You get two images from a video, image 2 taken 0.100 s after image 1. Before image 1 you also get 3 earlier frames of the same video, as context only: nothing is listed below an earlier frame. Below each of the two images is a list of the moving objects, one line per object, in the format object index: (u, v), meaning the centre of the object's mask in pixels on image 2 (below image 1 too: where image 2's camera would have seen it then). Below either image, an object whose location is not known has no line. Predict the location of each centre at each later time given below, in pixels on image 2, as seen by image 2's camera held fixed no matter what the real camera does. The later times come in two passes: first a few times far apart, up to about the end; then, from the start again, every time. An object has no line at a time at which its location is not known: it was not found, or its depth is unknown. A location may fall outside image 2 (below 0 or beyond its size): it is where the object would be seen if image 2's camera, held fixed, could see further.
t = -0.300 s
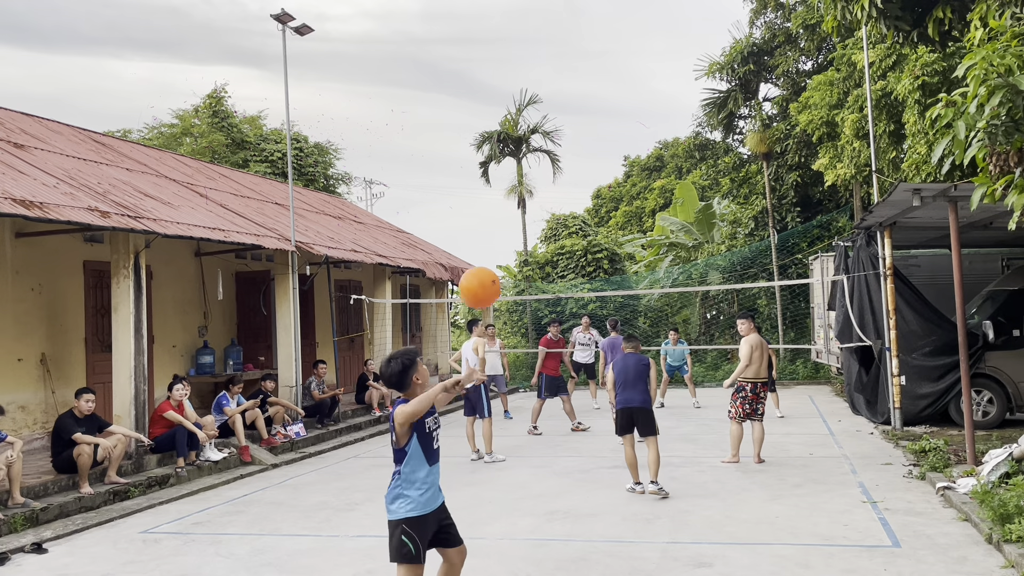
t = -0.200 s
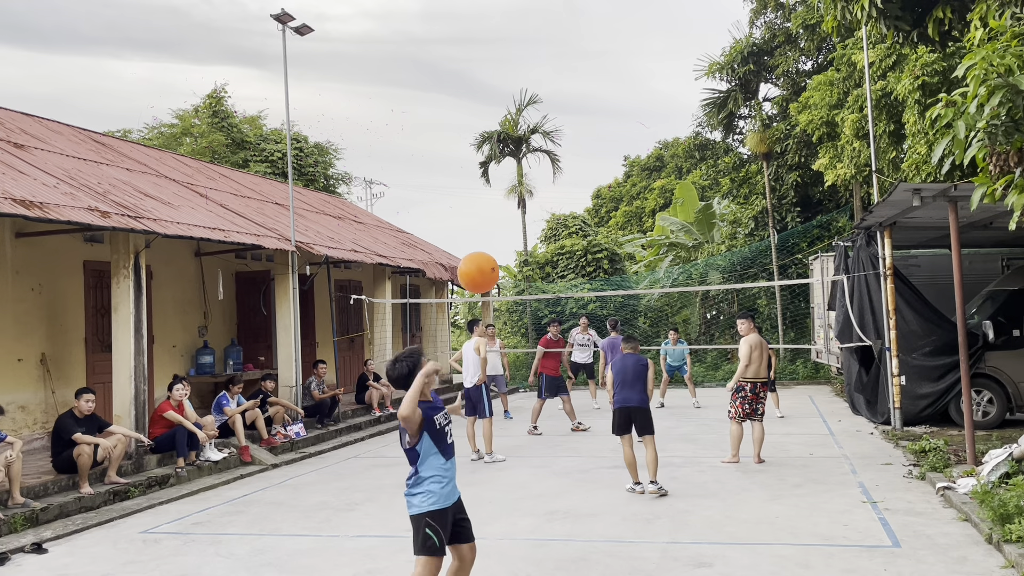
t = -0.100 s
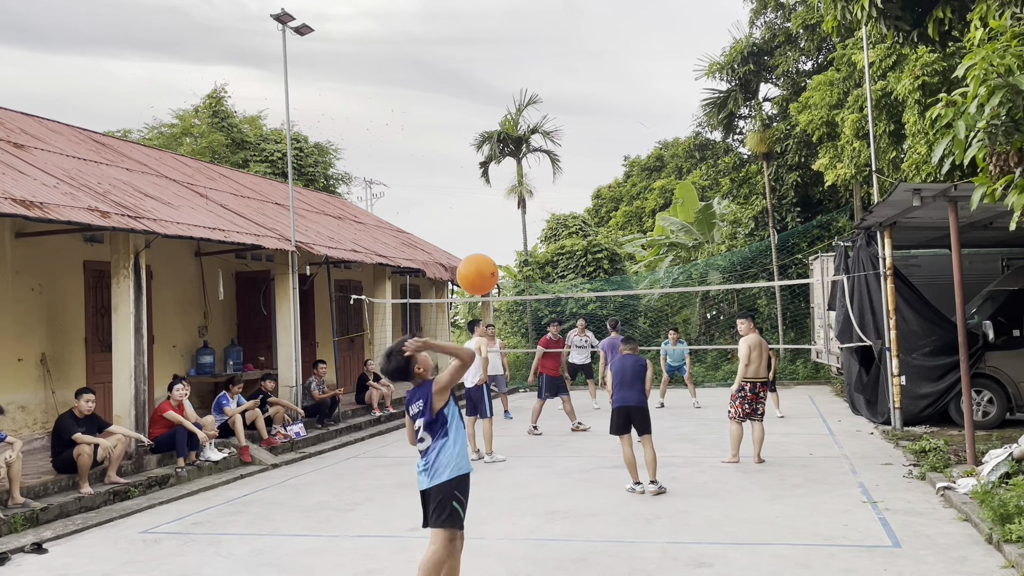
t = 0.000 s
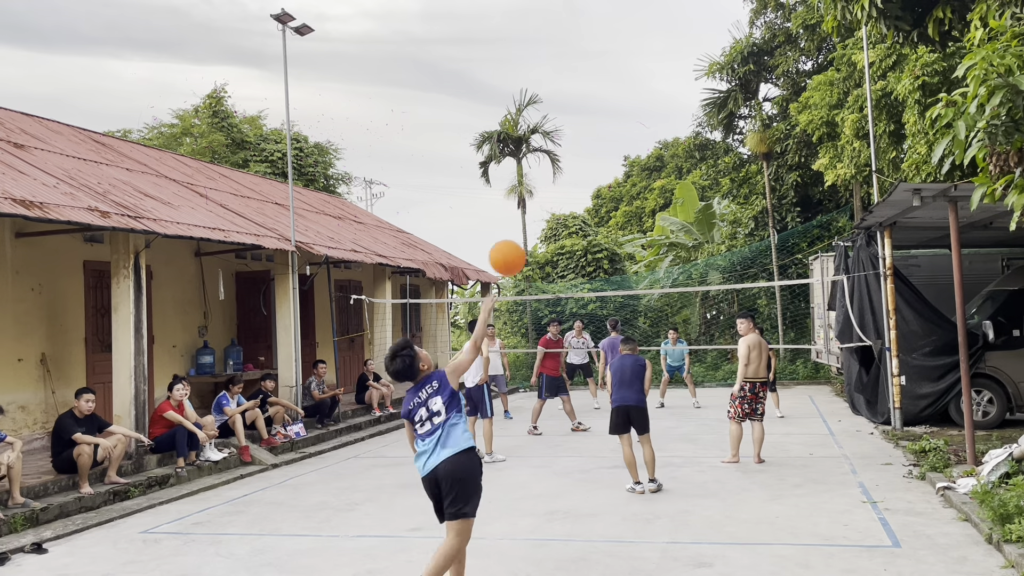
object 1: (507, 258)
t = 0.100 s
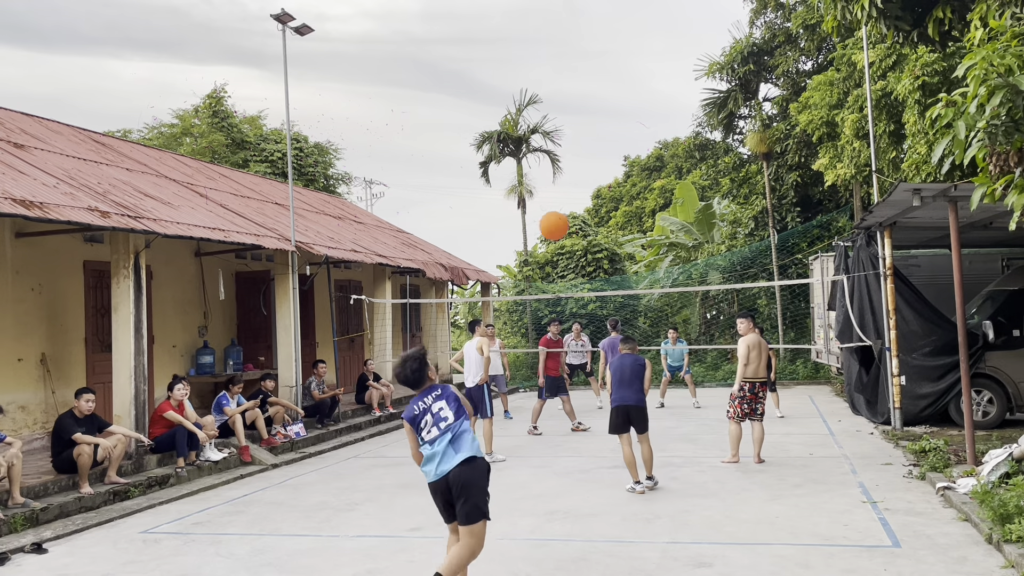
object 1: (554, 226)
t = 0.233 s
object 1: (594, 219)
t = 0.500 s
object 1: (648, 258)
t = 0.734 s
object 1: (681, 316)
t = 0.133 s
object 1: (565, 222)
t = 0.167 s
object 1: (575, 220)
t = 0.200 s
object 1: (585, 219)
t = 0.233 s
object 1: (594, 219)
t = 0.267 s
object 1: (602, 221)
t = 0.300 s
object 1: (611, 224)
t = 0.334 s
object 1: (618, 228)
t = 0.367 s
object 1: (624, 233)
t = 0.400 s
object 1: (630, 238)
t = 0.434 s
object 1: (636, 245)
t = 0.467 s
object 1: (642, 251)
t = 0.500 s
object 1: (648, 258)
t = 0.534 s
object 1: (653, 265)
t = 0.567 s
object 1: (658, 273)
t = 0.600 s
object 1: (663, 281)
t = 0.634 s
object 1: (667, 290)
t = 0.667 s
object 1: (672, 299)
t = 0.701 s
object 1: (677, 307)
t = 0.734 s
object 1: (681, 316)
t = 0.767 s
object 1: (686, 325)
